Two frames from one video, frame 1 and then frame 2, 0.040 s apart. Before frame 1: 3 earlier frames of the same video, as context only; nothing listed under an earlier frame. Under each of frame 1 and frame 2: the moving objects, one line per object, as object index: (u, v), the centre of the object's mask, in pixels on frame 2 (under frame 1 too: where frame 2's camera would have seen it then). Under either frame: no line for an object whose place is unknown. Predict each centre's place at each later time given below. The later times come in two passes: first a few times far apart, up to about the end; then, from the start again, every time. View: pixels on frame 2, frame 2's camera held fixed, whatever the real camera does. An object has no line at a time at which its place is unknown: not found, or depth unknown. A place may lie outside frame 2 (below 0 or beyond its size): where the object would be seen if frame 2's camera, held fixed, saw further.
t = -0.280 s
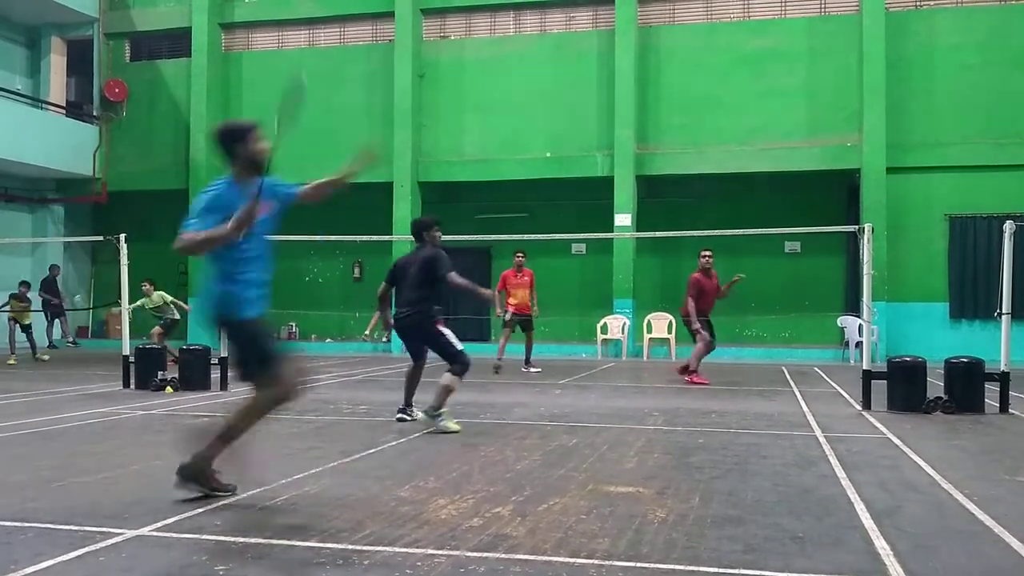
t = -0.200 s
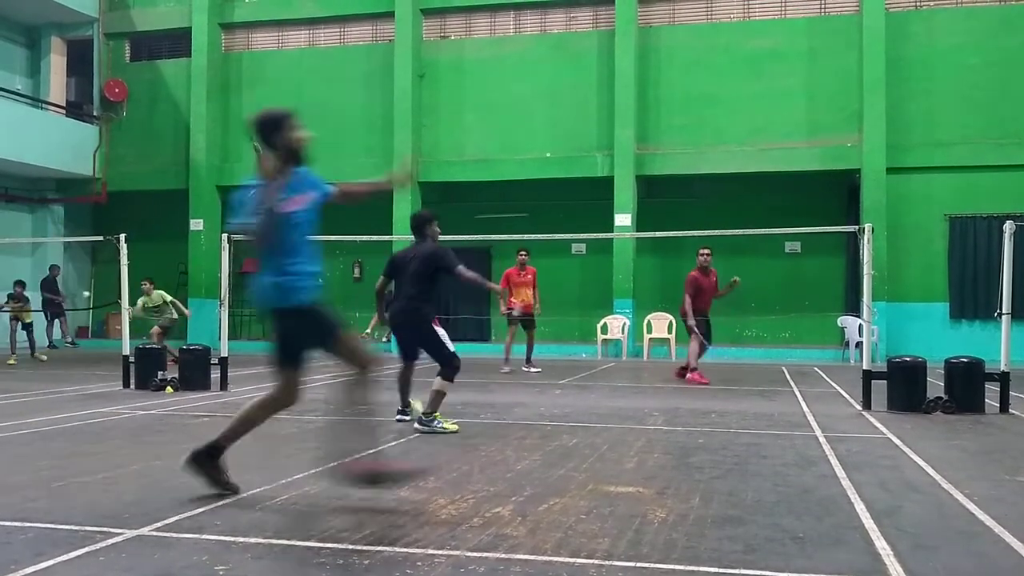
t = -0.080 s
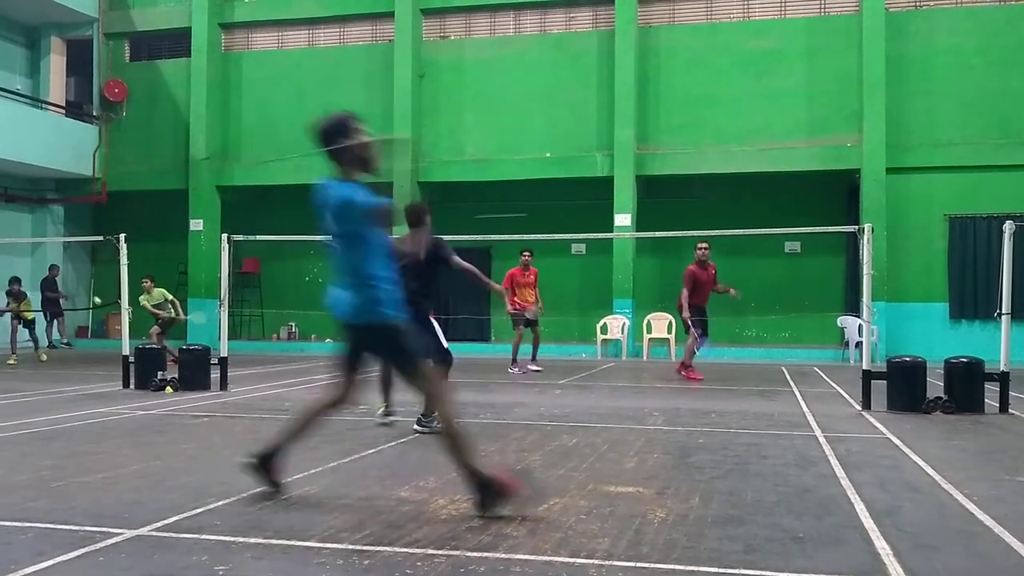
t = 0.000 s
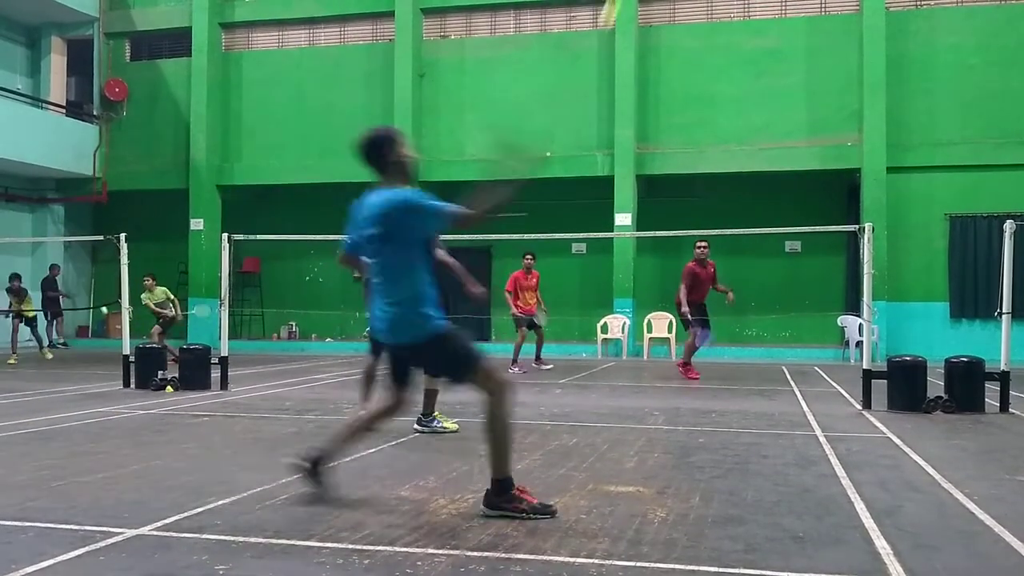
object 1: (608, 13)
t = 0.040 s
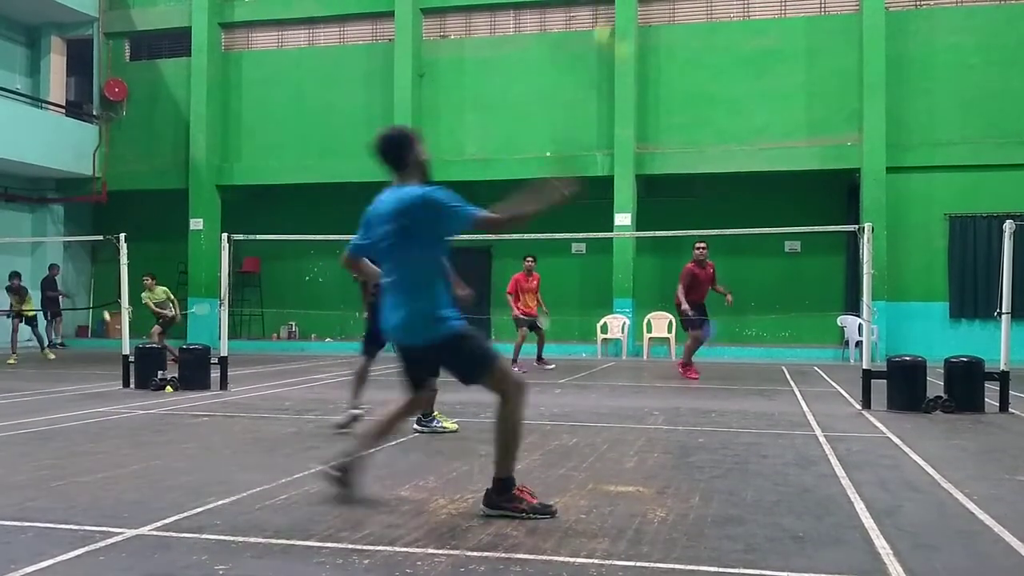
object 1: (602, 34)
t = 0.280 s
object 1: (718, 64)
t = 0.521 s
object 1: (755, 125)
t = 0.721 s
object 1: (772, 194)
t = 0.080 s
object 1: (635, 41)
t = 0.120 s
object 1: (666, 49)
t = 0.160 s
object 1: (675, 47)
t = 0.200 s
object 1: (694, 49)
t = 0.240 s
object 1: (709, 54)
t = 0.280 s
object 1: (718, 64)
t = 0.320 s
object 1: (726, 73)
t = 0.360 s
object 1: (733, 82)
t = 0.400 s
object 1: (739, 91)
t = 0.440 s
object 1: (745, 102)
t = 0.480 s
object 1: (750, 113)
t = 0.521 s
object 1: (755, 125)
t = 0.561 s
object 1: (759, 138)
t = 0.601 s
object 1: (763, 151)
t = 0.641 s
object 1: (766, 165)
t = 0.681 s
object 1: (769, 180)
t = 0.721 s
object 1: (772, 194)
